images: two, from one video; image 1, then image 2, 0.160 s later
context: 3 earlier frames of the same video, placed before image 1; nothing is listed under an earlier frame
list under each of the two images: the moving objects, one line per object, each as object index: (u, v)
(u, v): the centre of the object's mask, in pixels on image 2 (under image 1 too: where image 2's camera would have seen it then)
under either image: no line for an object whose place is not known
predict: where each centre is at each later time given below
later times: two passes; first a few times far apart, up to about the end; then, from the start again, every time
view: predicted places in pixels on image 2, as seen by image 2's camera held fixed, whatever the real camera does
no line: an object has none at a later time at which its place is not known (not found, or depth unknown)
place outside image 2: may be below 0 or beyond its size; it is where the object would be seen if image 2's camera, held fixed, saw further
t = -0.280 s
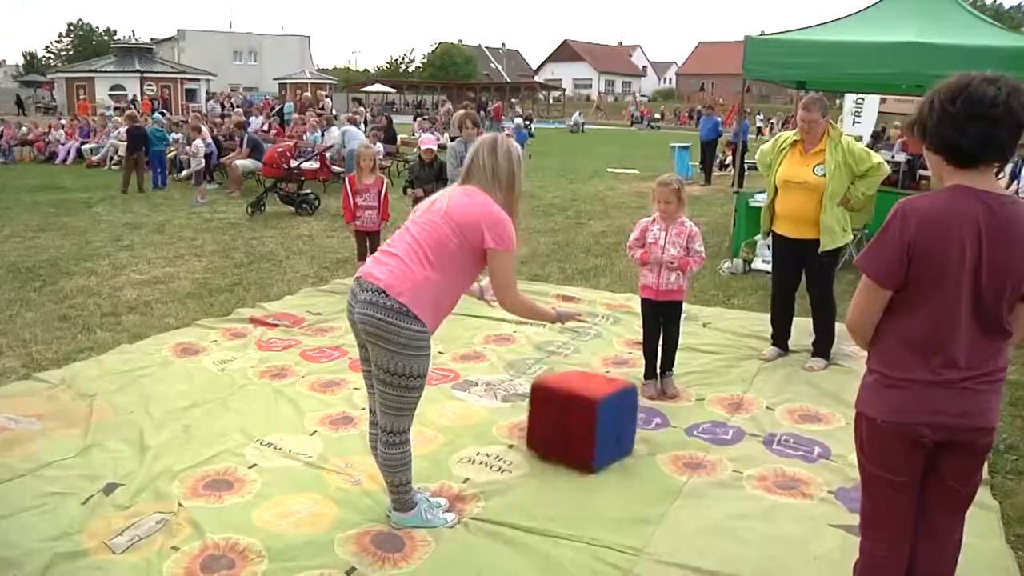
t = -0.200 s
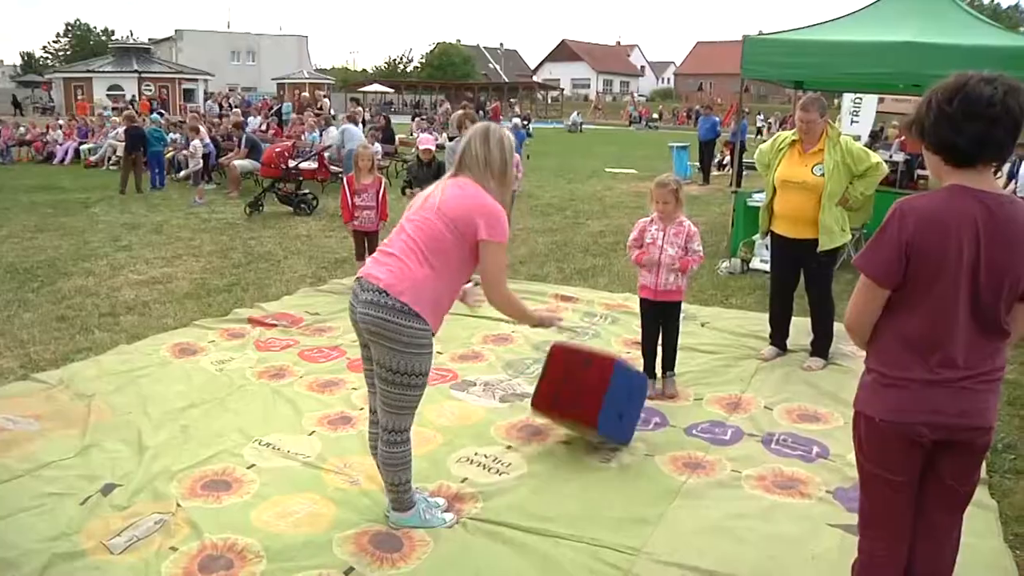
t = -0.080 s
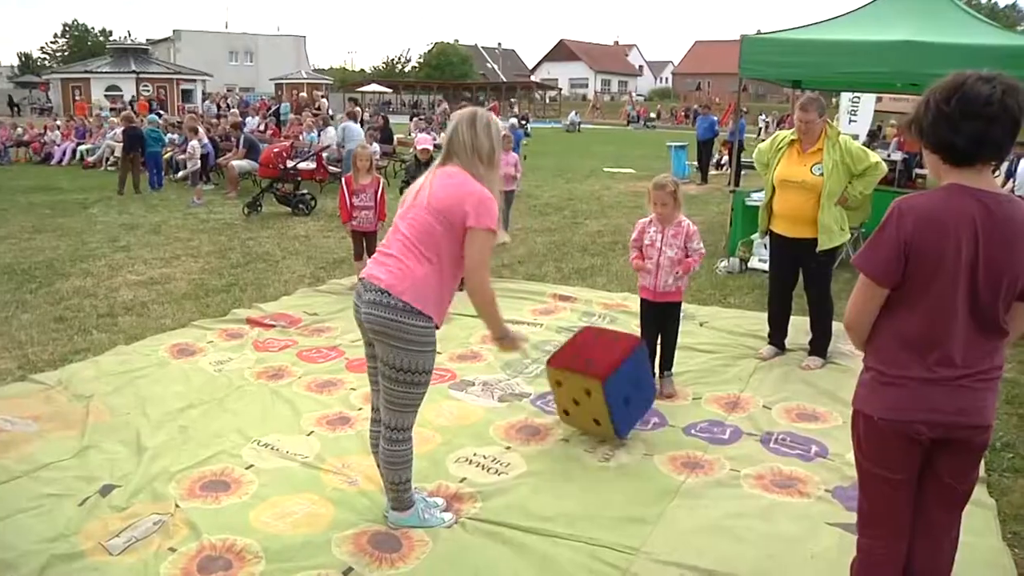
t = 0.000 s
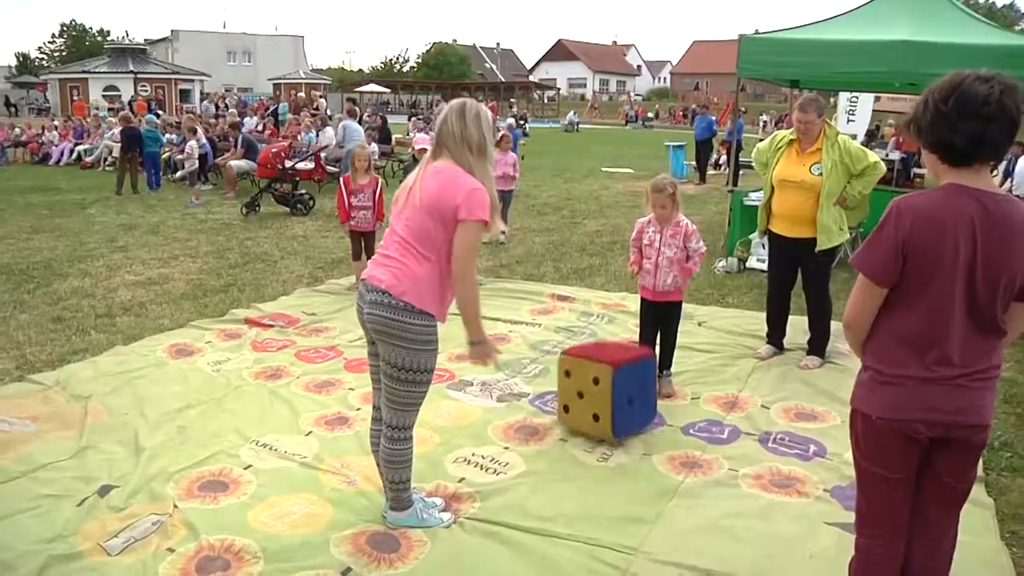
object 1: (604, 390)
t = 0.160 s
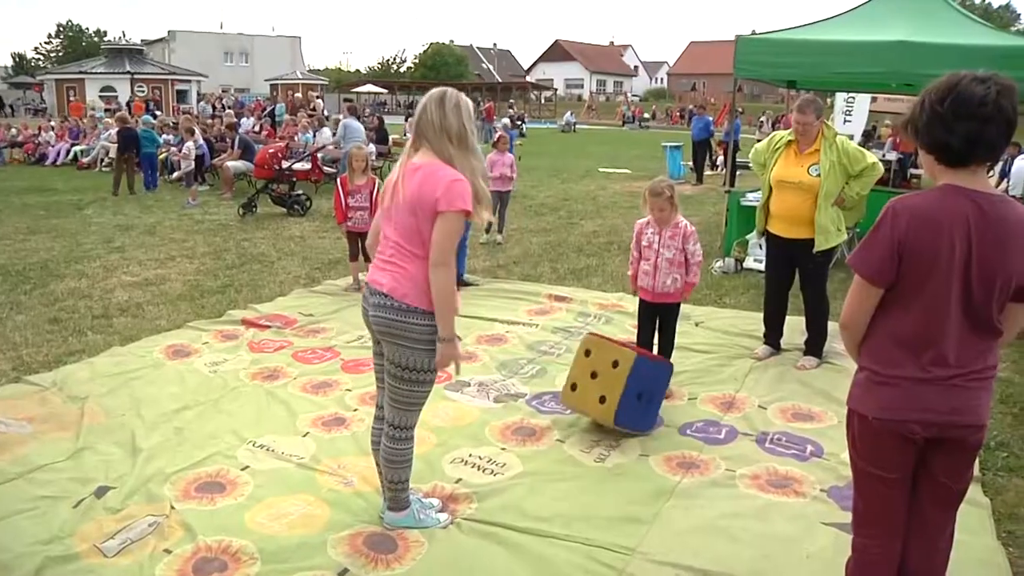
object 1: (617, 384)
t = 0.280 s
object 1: (623, 386)
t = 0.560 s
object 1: (617, 384)
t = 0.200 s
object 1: (619, 385)
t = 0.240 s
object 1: (622, 387)
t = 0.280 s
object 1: (623, 386)
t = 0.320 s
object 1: (623, 384)
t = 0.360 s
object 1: (623, 385)
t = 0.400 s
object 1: (623, 385)
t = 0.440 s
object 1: (622, 384)
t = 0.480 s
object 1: (620, 384)
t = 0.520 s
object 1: (619, 384)
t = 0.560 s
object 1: (617, 384)
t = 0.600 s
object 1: (616, 384)
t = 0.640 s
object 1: (615, 385)
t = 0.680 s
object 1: (614, 387)
